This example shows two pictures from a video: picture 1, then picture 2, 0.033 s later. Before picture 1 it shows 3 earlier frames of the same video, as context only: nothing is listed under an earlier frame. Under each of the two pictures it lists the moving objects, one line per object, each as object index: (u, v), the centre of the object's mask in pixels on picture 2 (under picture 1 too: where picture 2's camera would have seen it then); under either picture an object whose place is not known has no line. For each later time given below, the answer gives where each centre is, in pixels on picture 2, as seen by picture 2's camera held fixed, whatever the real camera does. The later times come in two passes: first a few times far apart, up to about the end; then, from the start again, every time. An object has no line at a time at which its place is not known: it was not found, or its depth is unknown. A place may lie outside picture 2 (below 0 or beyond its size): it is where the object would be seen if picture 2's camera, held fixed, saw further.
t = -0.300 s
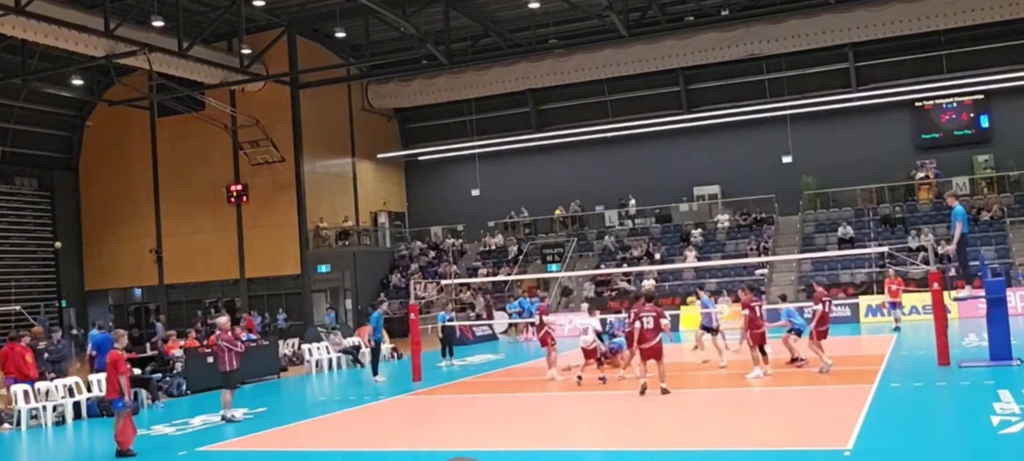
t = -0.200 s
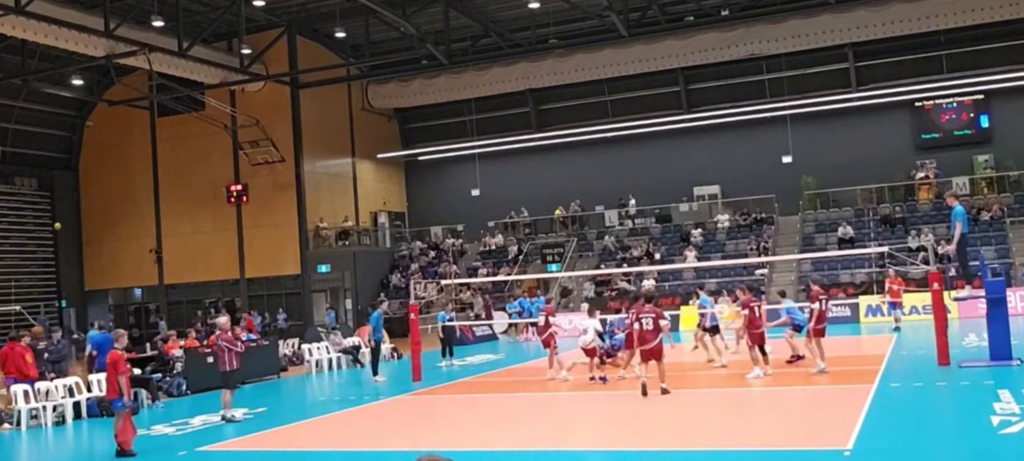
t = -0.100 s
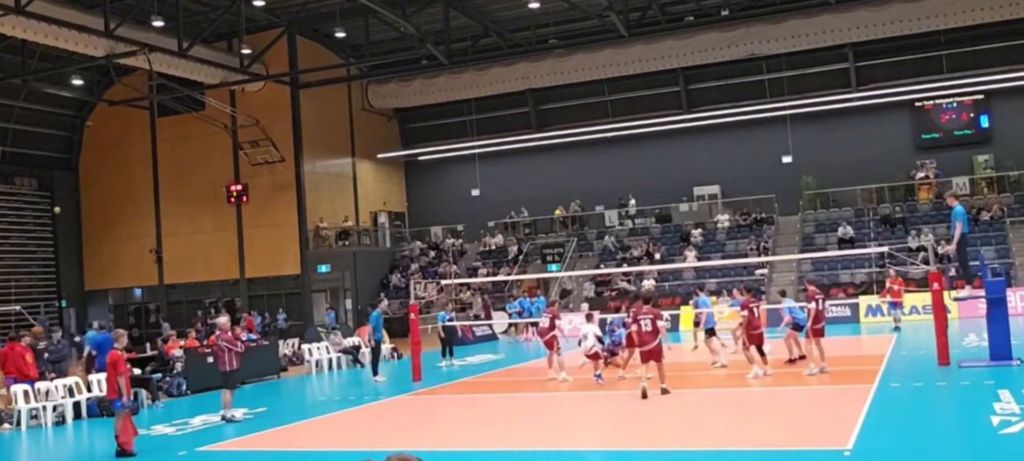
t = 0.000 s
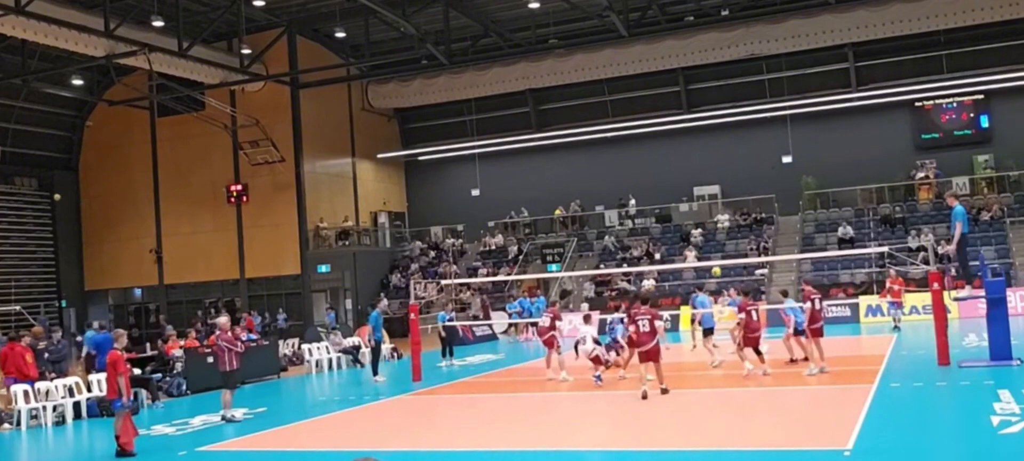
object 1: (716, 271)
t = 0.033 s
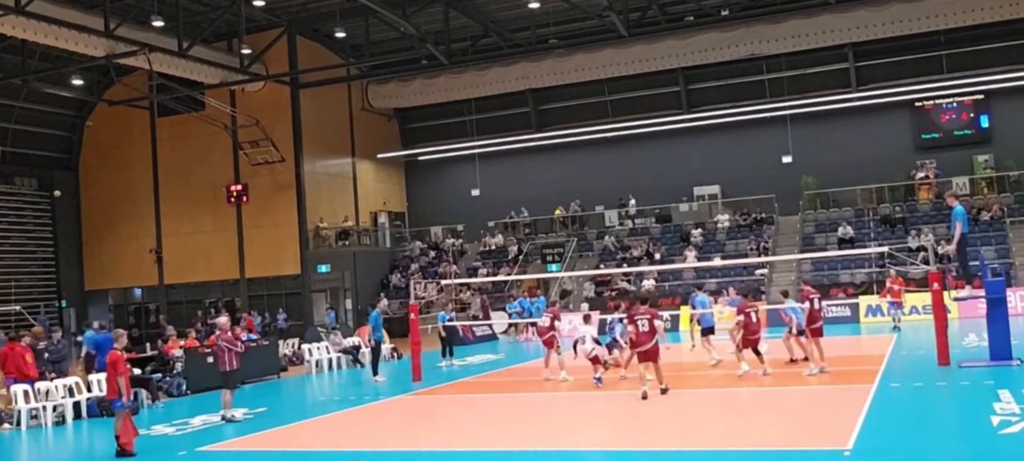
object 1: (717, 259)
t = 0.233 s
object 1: (726, 213)
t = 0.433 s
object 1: (737, 182)
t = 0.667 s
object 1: (753, 164)
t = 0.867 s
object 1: (772, 168)
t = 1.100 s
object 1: (798, 199)
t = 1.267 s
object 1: (819, 240)
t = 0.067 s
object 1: (718, 254)
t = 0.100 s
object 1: (720, 245)
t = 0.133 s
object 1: (721, 237)
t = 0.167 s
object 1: (722, 229)
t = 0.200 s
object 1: (725, 222)
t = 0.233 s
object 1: (726, 213)
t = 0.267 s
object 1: (727, 209)
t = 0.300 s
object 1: (729, 203)
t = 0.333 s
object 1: (731, 197)
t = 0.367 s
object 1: (733, 191)
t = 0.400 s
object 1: (735, 187)
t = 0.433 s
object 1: (737, 182)
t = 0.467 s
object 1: (739, 178)
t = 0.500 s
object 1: (741, 174)
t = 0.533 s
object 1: (743, 172)
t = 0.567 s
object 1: (746, 169)
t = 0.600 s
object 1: (748, 167)
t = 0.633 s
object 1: (751, 165)
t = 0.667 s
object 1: (753, 164)
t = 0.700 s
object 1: (756, 164)
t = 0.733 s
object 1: (759, 163)
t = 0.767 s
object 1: (762, 164)
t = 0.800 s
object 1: (765, 165)
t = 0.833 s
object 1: (769, 166)
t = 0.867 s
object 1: (772, 168)
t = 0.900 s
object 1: (775, 170)
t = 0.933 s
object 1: (779, 174)
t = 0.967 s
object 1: (783, 177)
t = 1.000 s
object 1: (786, 182)
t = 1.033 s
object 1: (790, 187)
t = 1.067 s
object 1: (794, 192)
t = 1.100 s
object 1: (798, 199)
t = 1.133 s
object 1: (802, 205)
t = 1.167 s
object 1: (806, 213)
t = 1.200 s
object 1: (810, 222)
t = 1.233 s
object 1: (814, 230)
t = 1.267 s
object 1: (819, 240)
